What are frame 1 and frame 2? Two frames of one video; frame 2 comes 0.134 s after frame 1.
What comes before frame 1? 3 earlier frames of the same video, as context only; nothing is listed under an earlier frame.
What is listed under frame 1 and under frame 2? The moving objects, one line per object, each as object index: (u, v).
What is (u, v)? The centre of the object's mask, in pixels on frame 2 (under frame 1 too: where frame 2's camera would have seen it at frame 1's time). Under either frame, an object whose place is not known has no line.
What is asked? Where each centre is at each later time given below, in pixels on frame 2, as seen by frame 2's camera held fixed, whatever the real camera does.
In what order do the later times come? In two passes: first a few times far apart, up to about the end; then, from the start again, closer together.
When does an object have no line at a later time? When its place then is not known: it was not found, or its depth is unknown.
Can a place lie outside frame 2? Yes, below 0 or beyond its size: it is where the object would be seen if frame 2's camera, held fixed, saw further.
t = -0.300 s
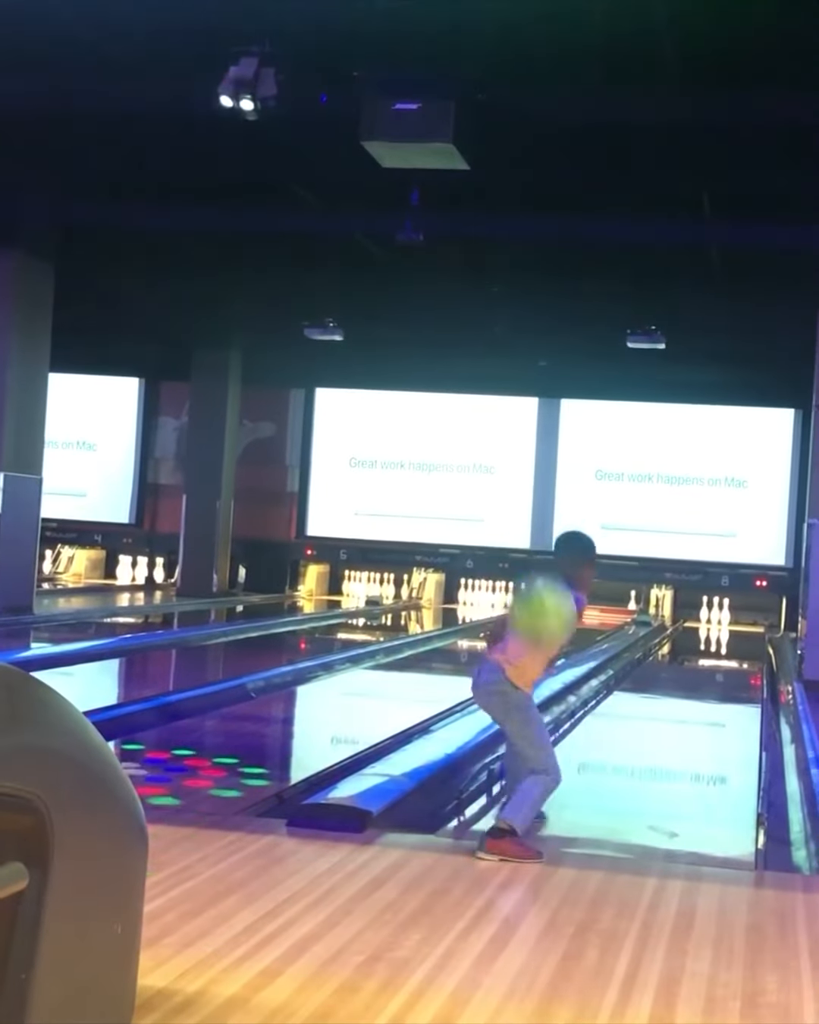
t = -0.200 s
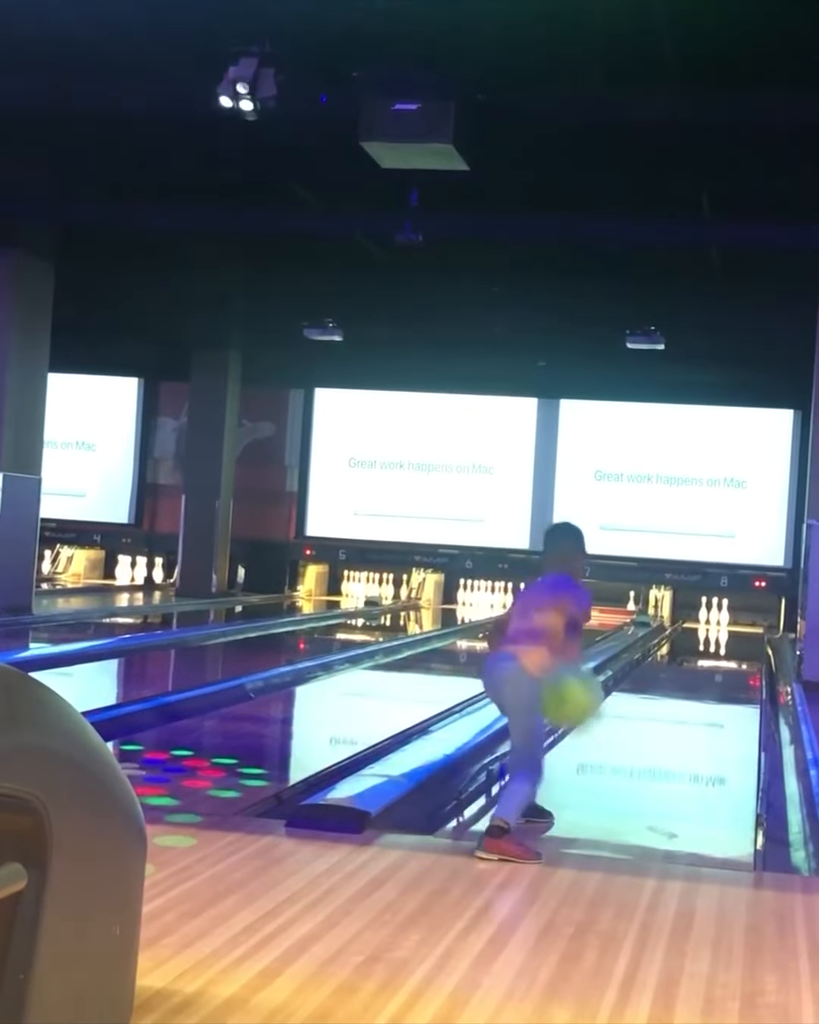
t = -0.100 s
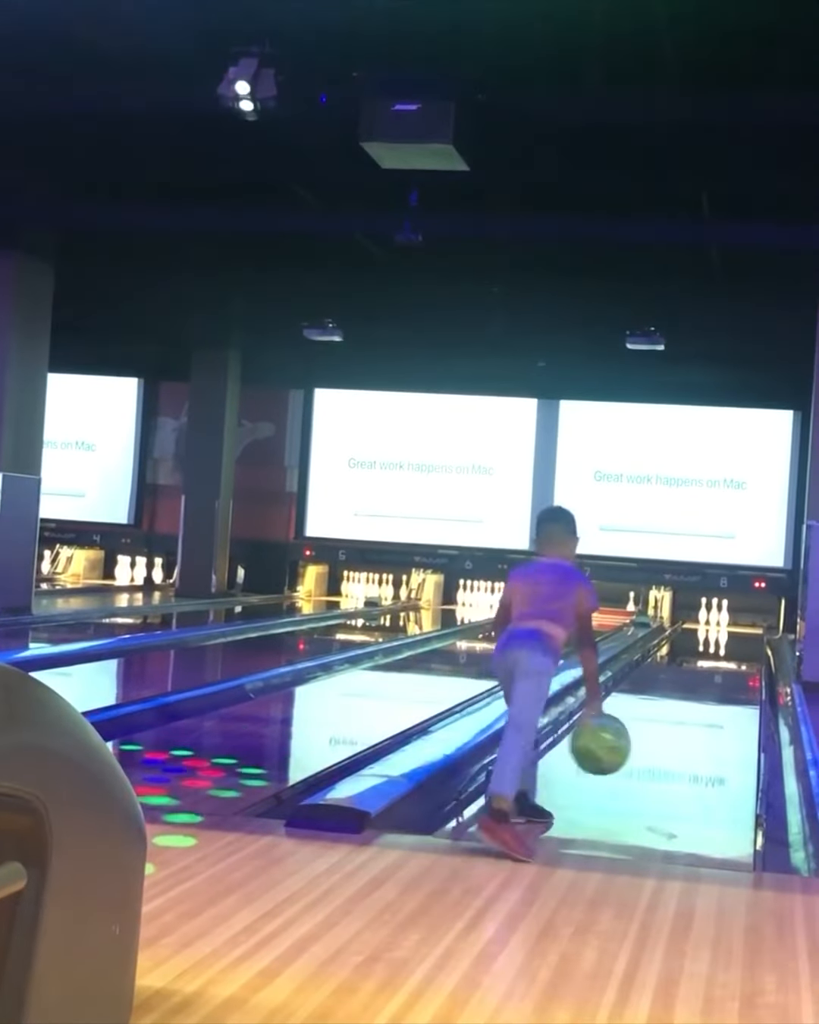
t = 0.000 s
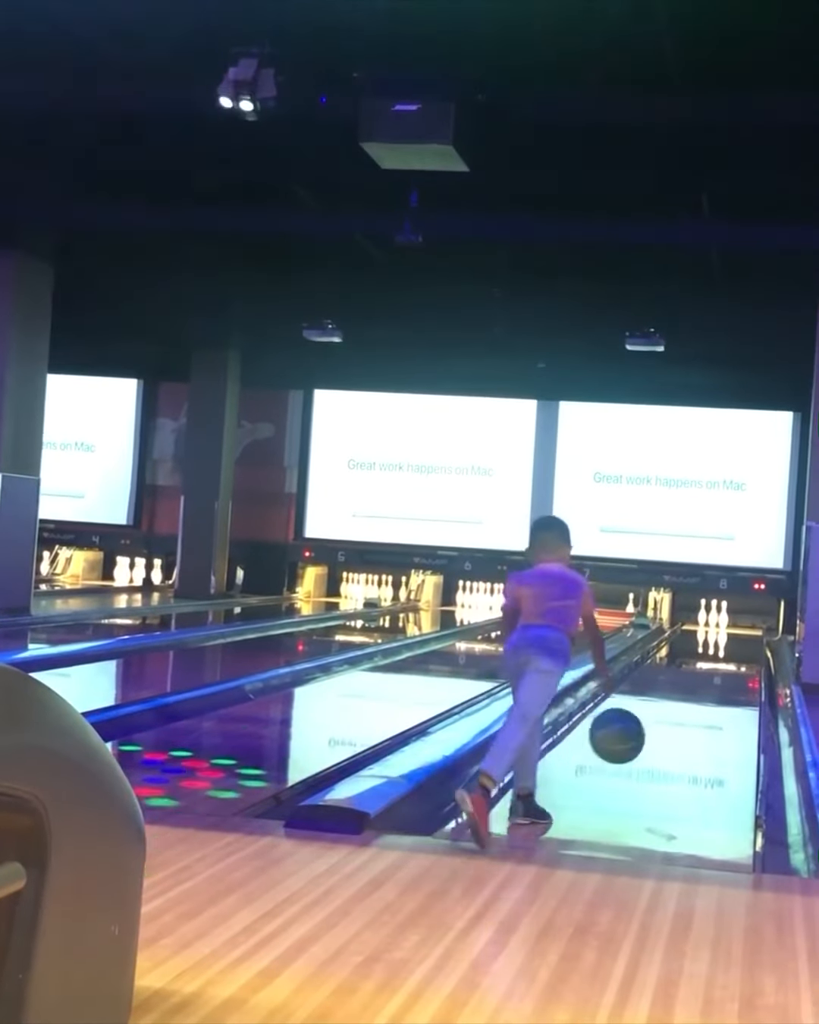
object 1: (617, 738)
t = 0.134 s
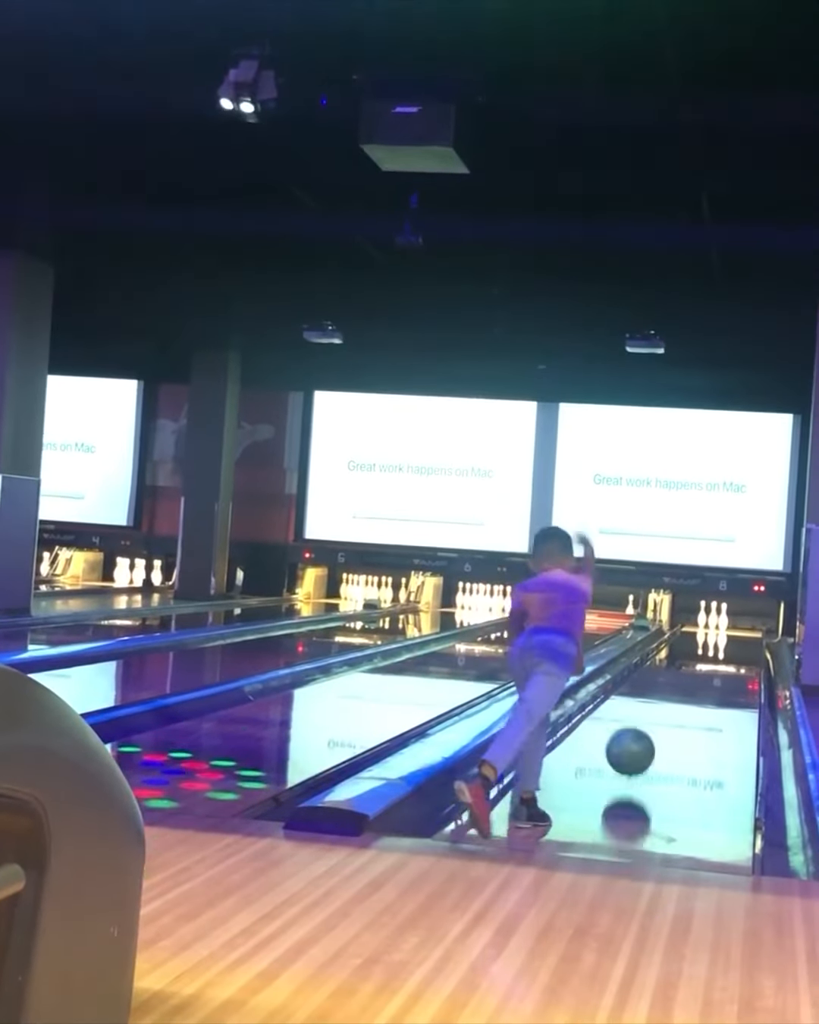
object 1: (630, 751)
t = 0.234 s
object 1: (640, 738)
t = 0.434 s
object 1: (655, 720)
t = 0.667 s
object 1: (668, 697)
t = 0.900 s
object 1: (678, 680)
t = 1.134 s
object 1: (686, 668)
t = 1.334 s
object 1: (689, 661)
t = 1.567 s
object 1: (694, 654)
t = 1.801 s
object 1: (698, 647)
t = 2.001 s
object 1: (701, 645)
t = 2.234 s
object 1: (704, 634)
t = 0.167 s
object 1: (633, 754)
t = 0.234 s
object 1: (640, 738)
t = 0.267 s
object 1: (643, 735)
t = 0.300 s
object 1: (645, 734)
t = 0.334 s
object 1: (648, 731)
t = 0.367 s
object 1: (651, 727)
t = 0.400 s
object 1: (653, 723)
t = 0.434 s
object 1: (655, 720)
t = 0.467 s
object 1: (658, 716)
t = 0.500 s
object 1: (660, 712)
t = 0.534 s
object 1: (661, 709)
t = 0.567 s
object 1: (663, 706)
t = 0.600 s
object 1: (665, 702)
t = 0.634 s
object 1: (667, 700)
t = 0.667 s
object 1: (668, 697)
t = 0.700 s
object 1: (670, 694)
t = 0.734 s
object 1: (671, 691)
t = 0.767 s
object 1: (672, 689)
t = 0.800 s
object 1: (674, 687)
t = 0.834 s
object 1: (675, 685)
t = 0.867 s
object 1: (675, 683)
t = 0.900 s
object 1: (678, 680)
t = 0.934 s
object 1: (679, 679)
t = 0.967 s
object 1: (680, 677)
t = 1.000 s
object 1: (681, 674)
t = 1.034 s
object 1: (681, 673)
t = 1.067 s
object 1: (682, 672)
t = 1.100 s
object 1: (684, 669)
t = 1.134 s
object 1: (686, 668)
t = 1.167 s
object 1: (687, 666)
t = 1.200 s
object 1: (687, 664)
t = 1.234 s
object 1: (688, 662)
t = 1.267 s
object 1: (689, 662)
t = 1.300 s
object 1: (689, 661)
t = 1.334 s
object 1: (689, 661)
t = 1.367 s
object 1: (689, 660)
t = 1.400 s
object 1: (689, 658)
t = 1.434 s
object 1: (692, 656)
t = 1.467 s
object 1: (692, 656)
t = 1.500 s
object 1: (693, 655)
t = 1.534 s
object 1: (693, 654)
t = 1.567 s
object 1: (694, 654)
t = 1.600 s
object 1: (695, 653)
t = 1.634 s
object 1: (696, 652)
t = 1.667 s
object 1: (696, 651)
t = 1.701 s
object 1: (697, 651)
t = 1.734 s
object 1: (697, 649)
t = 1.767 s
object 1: (697, 648)
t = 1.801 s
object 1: (698, 647)
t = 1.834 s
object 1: (697, 647)
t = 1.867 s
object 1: (699, 646)
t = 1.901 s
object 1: (699, 646)
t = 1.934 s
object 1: (700, 650)
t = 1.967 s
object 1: (701, 648)
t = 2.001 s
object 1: (701, 645)
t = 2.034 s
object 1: (702, 641)
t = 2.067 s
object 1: (703, 637)
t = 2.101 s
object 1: (703, 637)
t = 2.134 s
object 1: (703, 636)
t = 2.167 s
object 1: (703, 636)
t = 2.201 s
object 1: (703, 635)
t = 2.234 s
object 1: (704, 634)
